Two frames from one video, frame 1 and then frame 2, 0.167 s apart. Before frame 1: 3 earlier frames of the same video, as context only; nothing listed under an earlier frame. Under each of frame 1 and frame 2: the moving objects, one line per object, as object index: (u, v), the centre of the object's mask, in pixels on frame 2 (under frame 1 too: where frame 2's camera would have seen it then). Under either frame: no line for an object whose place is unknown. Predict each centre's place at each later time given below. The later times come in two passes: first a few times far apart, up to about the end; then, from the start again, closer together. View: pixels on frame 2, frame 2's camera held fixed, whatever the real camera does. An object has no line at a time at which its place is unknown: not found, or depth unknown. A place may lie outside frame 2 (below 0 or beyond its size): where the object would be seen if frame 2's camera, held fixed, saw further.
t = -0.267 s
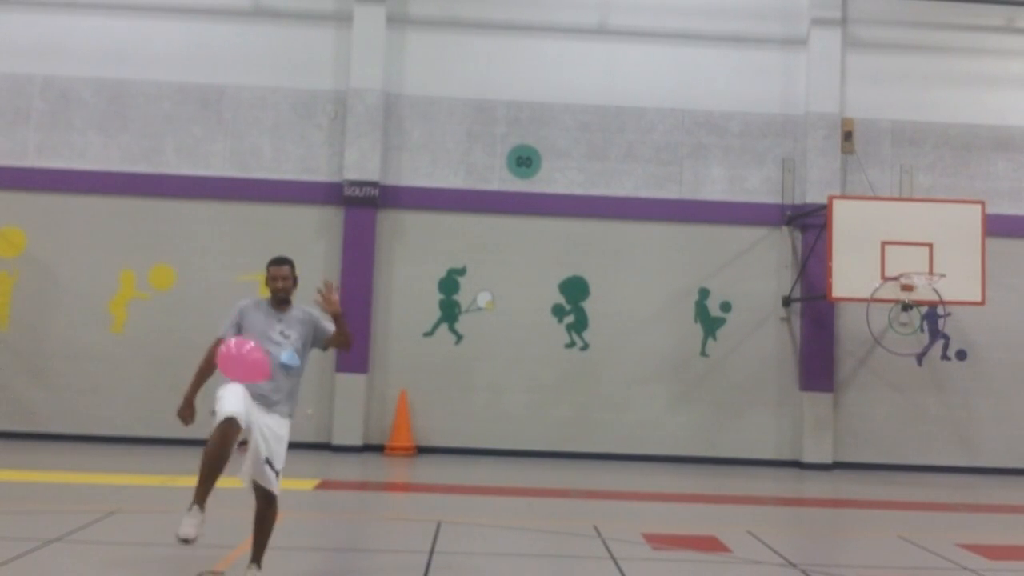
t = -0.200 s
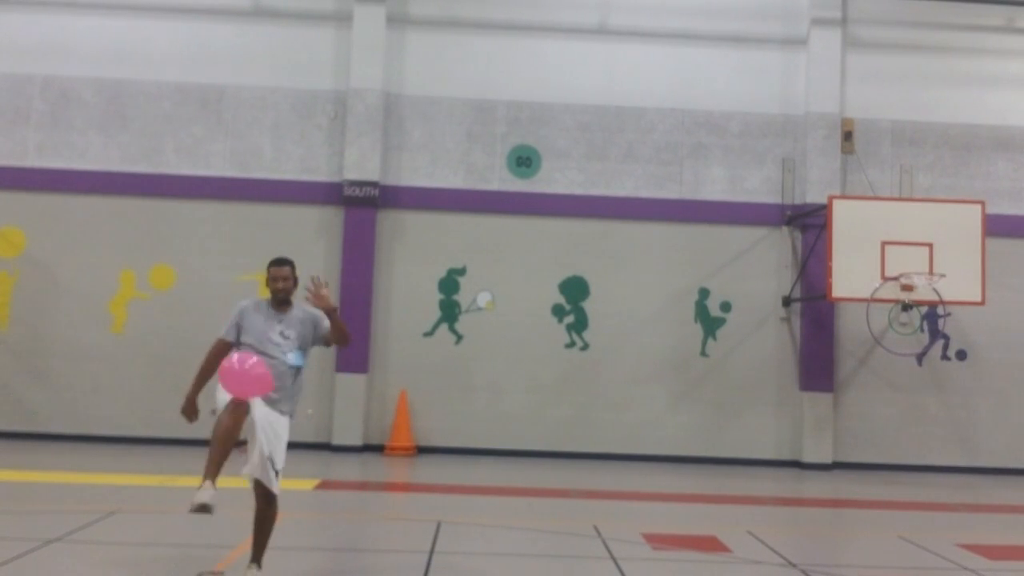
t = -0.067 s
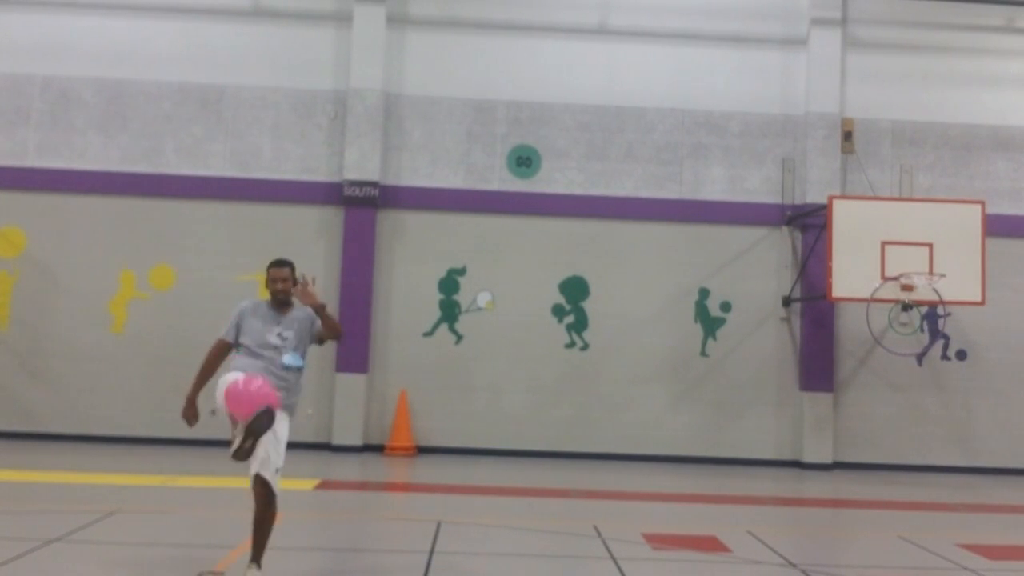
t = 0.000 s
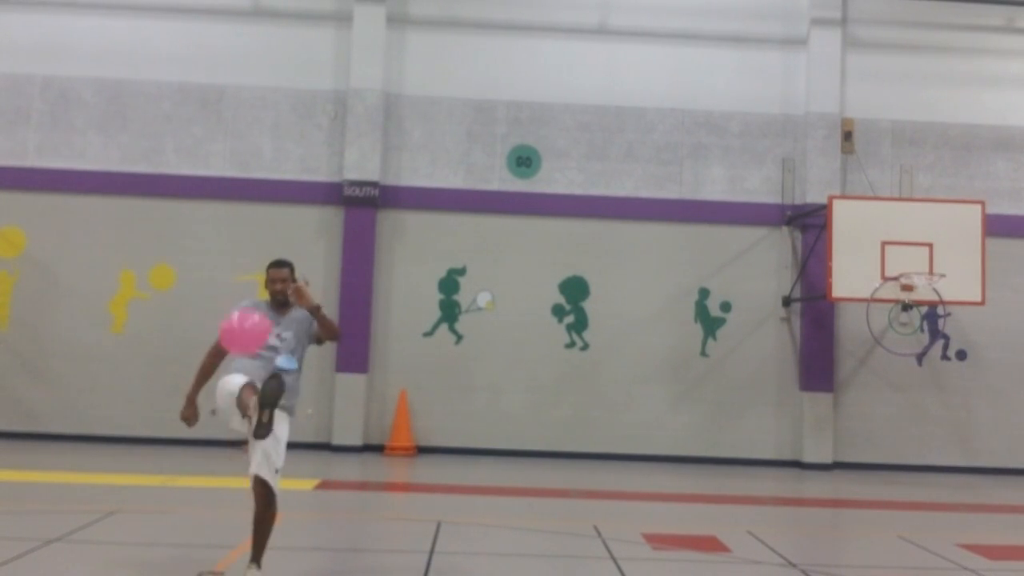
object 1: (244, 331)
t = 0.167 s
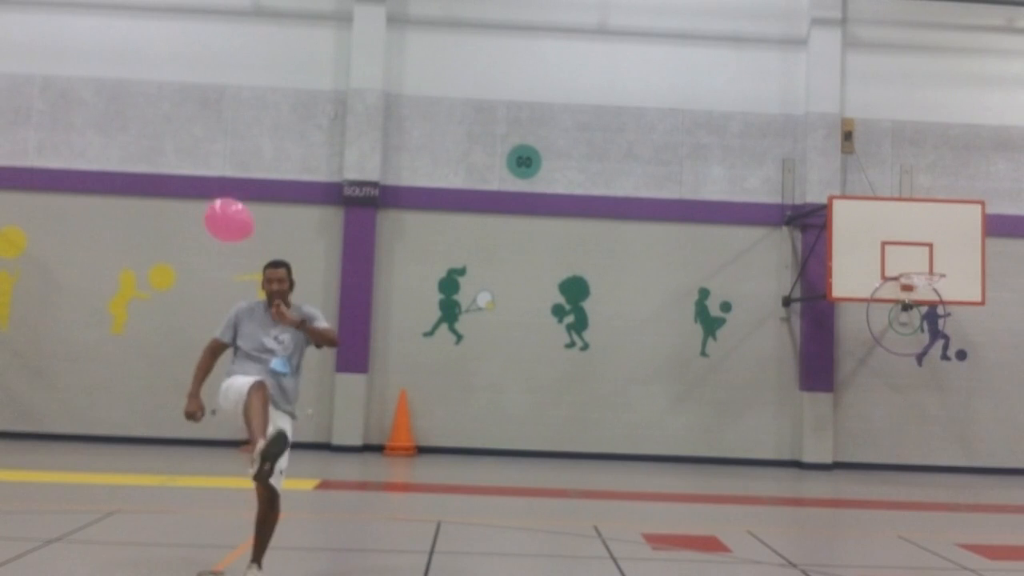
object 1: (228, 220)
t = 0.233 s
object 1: (225, 194)
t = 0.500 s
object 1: (221, 143)
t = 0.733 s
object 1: (217, 135)
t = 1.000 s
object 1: (210, 144)
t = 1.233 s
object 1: (204, 167)
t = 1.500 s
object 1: (201, 208)
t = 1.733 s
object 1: (204, 252)
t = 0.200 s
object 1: (226, 205)
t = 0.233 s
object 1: (225, 194)
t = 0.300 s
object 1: (223, 174)
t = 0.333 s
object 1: (222, 167)
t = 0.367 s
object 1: (222, 160)
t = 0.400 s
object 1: (221, 154)
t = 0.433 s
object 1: (221, 150)
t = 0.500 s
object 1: (221, 143)
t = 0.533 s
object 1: (220, 141)
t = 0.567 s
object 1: (220, 139)
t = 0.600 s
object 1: (219, 138)
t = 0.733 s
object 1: (217, 135)
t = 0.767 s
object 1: (216, 136)
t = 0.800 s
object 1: (215, 136)
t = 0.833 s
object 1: (215, 137)
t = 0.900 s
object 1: (213, 139)
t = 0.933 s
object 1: (213, 140)
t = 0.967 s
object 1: (212, 142)
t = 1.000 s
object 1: (210, 144)
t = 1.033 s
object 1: (209, 146)
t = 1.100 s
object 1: (207, 152)
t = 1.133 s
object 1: (207, 155)
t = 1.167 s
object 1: (205, 159)
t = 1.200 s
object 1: (205, 163)
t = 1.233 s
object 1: (204, 167)
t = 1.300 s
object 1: (203, 177)
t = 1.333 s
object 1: (203, 181)
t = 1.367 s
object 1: (202, 186)
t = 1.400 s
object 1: (202, 191)
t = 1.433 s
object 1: (201, 196)
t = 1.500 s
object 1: (201, 208)
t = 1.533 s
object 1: (201, 214)
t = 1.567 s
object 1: (200, 220)
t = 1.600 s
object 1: (201, 226)
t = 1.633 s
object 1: (201, 233)
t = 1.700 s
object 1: (203, 245)
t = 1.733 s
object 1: (204, 252)
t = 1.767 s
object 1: (205, 259)
